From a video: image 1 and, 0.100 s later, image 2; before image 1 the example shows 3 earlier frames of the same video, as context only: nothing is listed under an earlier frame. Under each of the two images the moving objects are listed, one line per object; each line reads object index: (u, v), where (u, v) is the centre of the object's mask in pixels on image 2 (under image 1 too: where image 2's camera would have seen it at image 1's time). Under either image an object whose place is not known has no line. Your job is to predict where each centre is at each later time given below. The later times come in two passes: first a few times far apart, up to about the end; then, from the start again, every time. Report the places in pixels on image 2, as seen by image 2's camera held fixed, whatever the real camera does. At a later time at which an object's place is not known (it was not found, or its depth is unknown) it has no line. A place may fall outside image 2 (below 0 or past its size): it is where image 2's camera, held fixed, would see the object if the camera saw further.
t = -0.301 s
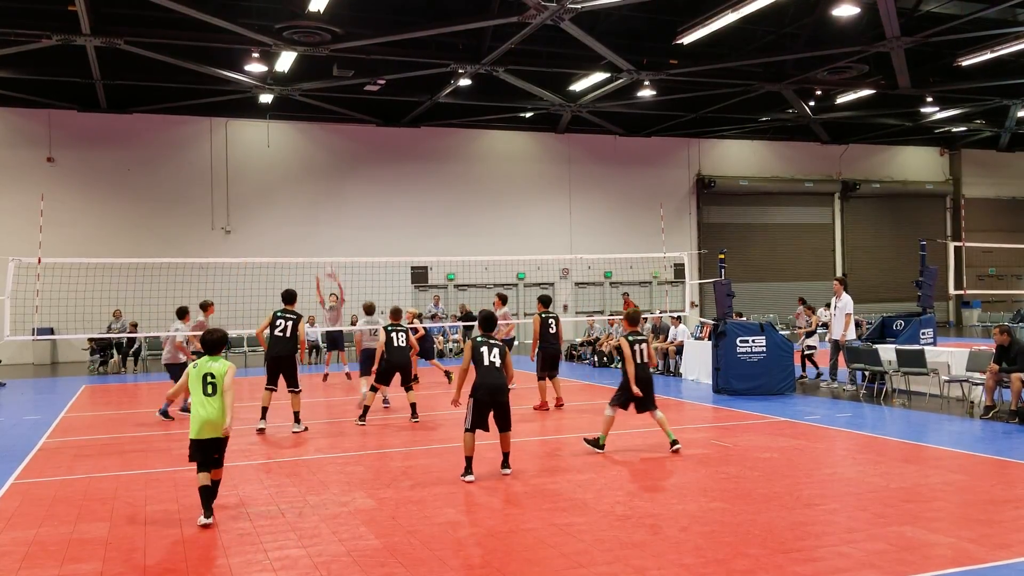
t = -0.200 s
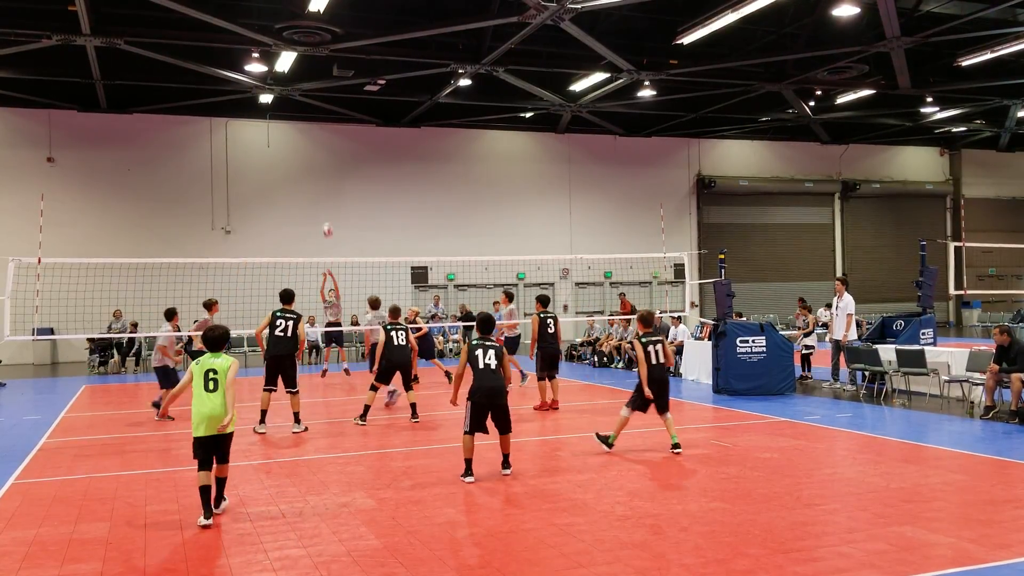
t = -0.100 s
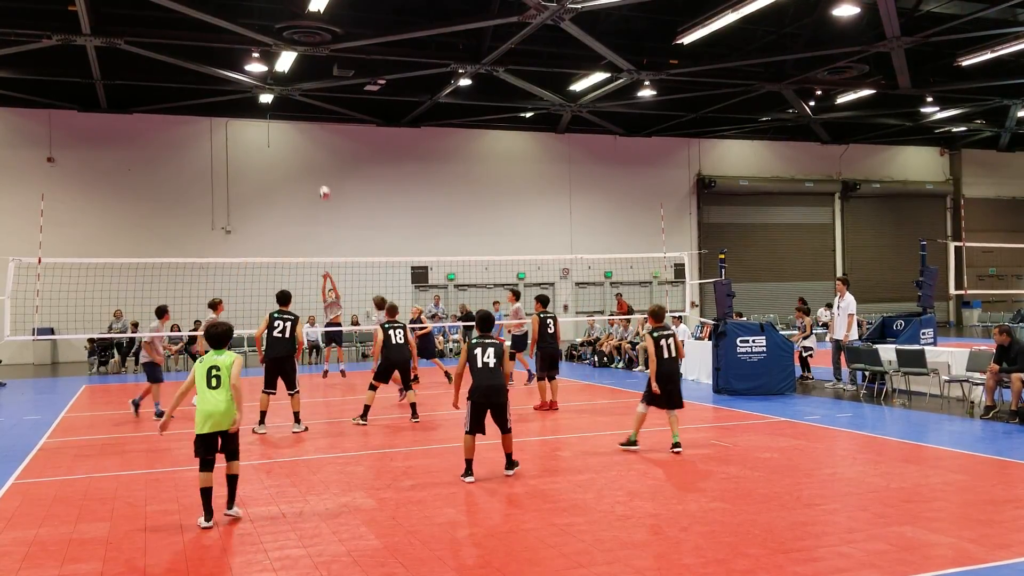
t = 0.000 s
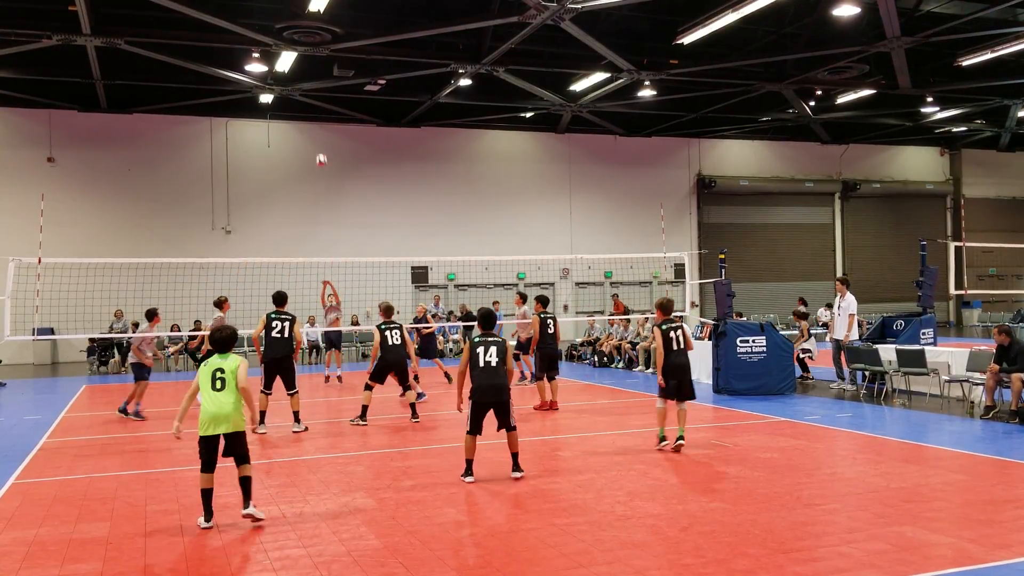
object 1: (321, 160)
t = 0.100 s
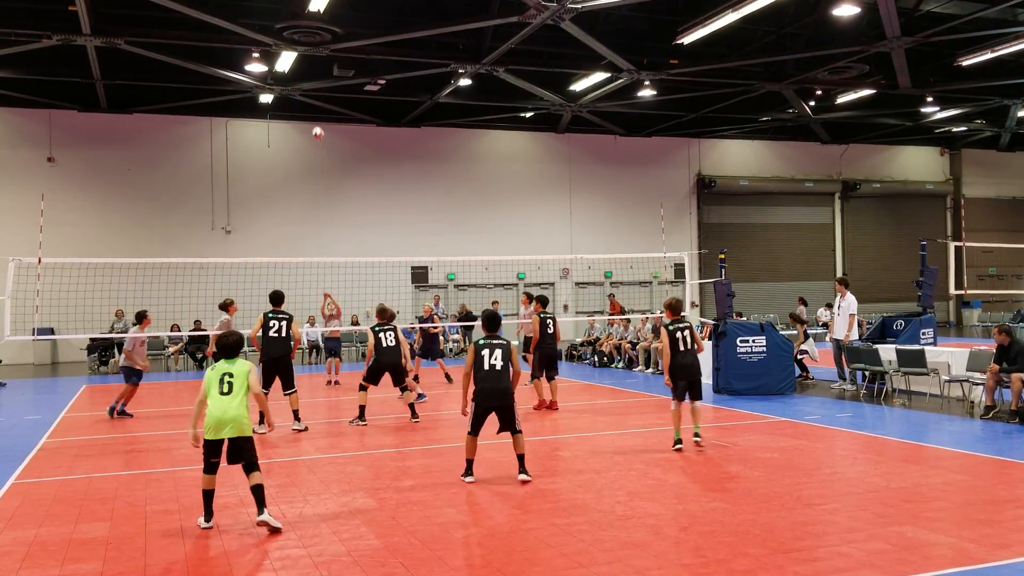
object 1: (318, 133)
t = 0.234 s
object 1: (314, 104)
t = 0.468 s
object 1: (308, 75)
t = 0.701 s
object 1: (302, 77)
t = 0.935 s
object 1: (297, 112)
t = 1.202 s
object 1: (290, 199)
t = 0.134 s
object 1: (317, 125)
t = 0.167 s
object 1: (316, 117)
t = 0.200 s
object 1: (315, 111)
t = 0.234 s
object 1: (314, 104)
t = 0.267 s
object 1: (313, 98)
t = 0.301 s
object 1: (312, 93)
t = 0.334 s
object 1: (311, 88)
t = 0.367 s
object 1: (310, 84)
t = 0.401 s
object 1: (309, 80)
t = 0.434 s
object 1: (309, 77)
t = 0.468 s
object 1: (308, 75)
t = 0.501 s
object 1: (307, 73)
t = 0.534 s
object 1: (306, 72)
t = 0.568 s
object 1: (305, 72)
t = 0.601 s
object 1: (304, 72)
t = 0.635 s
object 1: (303, 73)
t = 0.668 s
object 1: (303, 74)
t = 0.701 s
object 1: (302, 77)
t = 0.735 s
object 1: (301, 79)
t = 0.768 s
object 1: (300, 83)
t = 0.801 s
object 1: (300, 87)
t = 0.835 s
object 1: (299, 92)
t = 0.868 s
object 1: (298, 98)
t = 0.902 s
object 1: (297, 105)
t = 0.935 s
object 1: (297, 112)
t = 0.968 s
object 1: (296, 120)
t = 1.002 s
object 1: (295, 129)
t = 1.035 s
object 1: (294, 139)
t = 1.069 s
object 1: (293, 149)
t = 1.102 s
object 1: (292, 160)
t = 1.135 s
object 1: (291, 173)
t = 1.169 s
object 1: (291, 185)
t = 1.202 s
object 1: (290, 199)
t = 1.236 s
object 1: (288, 214)
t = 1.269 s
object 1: (288, 229)
